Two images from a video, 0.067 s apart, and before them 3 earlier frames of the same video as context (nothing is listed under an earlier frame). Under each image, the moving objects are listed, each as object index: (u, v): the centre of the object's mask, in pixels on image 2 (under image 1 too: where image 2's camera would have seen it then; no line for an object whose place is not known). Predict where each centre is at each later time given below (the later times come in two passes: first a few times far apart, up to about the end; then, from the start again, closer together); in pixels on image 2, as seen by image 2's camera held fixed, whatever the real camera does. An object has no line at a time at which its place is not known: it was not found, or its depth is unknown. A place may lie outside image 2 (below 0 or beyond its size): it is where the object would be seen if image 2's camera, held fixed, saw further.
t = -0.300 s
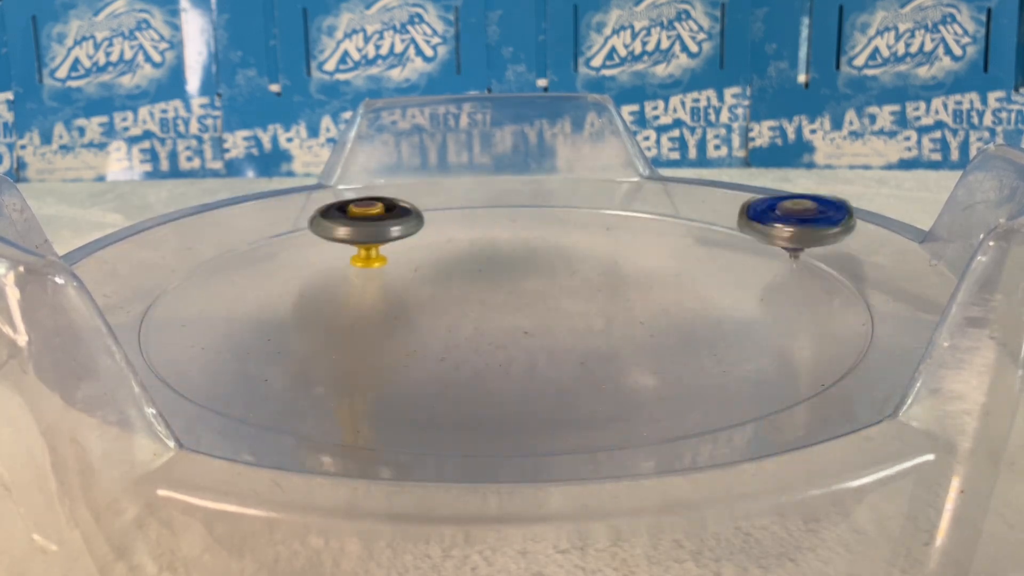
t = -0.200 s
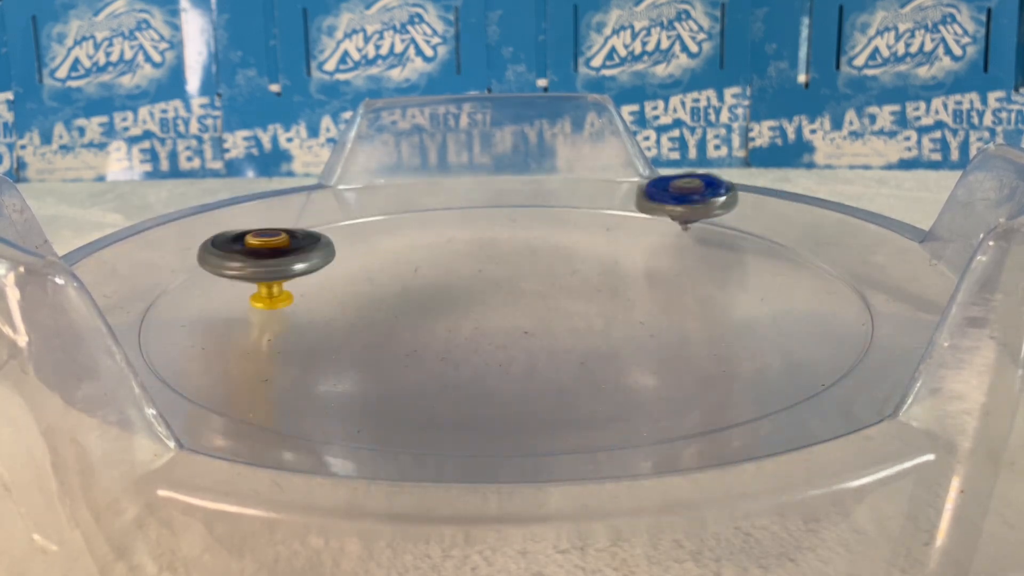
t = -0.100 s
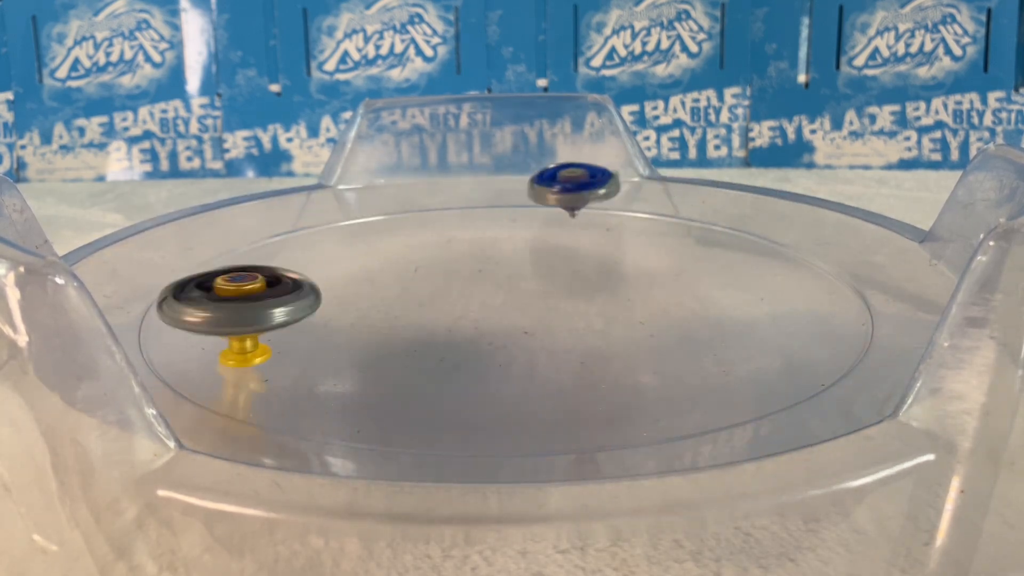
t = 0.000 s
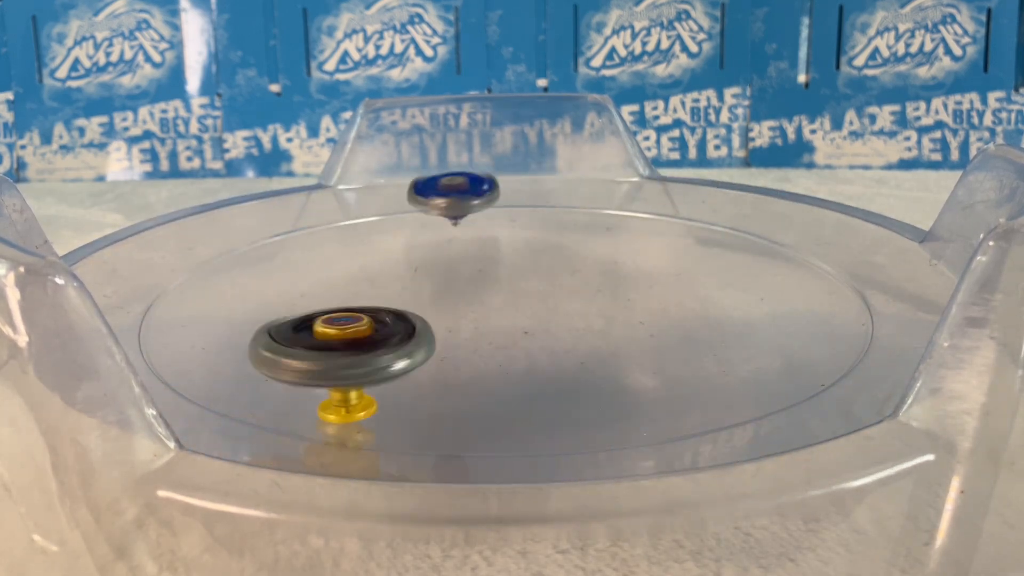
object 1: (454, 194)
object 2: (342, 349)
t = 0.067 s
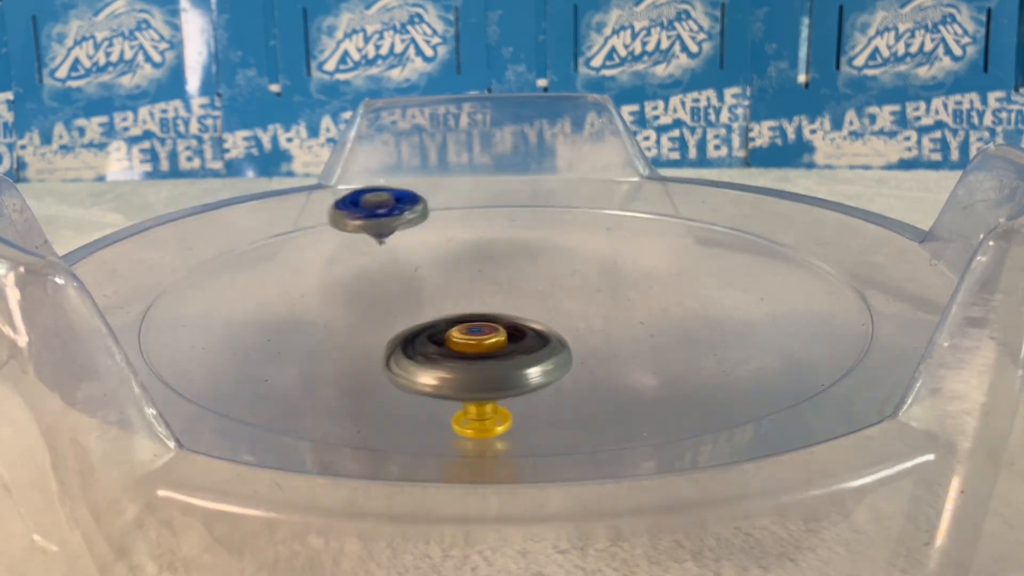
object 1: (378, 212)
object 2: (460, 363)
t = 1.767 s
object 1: (808, 267)
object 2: (315, 282)
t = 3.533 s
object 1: (257, 344)
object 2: (374, 267)
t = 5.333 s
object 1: (536, 209)
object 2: (438, 278)
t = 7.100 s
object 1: (747, 310)
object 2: (462, 301)
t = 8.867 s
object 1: (410, 363)
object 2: (504, 291)
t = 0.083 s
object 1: (360, 217)
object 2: (512, 360)
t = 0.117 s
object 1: (327, 231)
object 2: (566, 358)
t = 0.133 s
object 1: (312, 239)
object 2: (601, 354)
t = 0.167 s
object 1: (288, 256)
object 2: (656, 343)
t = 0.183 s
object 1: (279, 265)
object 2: (686, 338)
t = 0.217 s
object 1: (268, 286)
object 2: (719, 320)
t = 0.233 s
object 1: (267, 296)
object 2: (734, 314)
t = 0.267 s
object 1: (276, 316)
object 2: (747, 294)
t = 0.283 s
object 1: (285, 327)
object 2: (744, 287)
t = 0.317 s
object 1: (317, 346)
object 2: (742, 271)
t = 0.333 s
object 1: (338, 353)
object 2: (733, 263)
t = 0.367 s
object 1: (395, 366)
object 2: (711, 251)
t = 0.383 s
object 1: (429, 371)
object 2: (700, 245)
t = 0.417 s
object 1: (505, 375)
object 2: (669, 235)
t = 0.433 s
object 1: (546, 375)
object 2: (656, 230)
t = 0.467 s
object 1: (627, 371)
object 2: (616, 224)
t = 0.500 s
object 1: (703, 361)
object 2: (576, 221)
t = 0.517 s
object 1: (739, 353)
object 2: (558, 218)
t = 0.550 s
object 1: (801, 337)
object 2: (515, 216)
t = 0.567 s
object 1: (826, 328)
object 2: (497, 216)
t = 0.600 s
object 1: (857, 305)
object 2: (453, 218)
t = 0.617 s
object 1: (858, 299)
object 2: (438, 218)
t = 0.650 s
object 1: (855, 281)
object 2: (397, 222)
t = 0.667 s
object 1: (852, 272)
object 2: (379, 224)
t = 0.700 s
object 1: (840, 255)
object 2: (346, 233)
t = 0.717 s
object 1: (832, 247)
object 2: (328, 236)
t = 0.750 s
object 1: (809, 234)
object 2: (307, 246)
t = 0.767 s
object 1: (795, 228)
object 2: (292, 252)
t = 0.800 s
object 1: (762, 219)
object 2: (281, 264)
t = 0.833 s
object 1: (724, 212)
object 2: (269, 277)
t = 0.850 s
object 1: (704, 210)
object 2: (266, 286)
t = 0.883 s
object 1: (663, 207)
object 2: (273, 301)
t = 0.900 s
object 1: (641, 206)
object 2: (273, 309)
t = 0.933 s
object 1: (597, 206)
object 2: (302, 324)
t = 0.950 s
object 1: (574, 208)
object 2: (310, 331)
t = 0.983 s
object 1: (530, 211)
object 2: (361, 342)
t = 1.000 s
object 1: (507, 214)
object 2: (374, 348)
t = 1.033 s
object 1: (463, 220)
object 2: (437, 354)
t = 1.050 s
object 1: (441, 223)
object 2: (464, 355)
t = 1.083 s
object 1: (401, 232)
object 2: (529, 351)
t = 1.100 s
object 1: (381, 238)
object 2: (553, 348)
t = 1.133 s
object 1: (344, 249)
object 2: (606, 342)
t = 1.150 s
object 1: (327, 255)
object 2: (626, 335)
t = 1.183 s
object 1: (297, 269)
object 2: (661, 322)
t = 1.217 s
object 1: (274, 285)
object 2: (684, 308)
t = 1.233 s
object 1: (266, 293)
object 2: (689, 301)
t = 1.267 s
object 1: (256, 310)
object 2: (693, 286)
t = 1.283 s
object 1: (255, 319)
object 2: (689, 280)
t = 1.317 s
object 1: (264, 336)
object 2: (680, 267)
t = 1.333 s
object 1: (274, 345)
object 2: (669, 261)
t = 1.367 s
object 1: (306, 361)
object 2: (649, 250)
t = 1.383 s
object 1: (329, 368)
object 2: (631, 246)
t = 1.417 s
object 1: (384, 379)
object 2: (606, 238)
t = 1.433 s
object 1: (417, 383)
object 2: (588, 235)
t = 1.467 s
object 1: (491, 387)
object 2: (555, 232)
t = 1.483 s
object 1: (530, 388)
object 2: (534, 231)
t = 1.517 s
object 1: (611, 384)
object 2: (501, 229)
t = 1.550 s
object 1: (686, 375)
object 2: (466, 230)
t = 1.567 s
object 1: (719, 368)
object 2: (453, 230)
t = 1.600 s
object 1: (775, 352)
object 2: (413, 235)
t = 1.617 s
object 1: (797, 343)
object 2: (404, 238)
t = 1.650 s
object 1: (827, 325)
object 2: (368, 245)
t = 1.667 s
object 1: (836, 315)
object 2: (360, 248)
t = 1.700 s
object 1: (840, 297)
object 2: (336, 258)
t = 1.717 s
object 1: (836, 289)
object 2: (330, 264)
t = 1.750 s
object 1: (820, 273)
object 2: (315, 276)
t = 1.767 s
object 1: (808, 267)
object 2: (315, 282)
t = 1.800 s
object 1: (779, 254)
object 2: (311, 296)
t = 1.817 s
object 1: (762, 249)
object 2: (321, 303)
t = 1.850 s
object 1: (724, 240)
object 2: (332, 316)
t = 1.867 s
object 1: (703, 237)
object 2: (348, 322)
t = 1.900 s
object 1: (660, 231)
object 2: (373, 332)
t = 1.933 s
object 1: (615, 227)
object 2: (411, 342)
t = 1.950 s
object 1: (593, 226)
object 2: (436, 344)
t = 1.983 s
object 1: (548, 224)
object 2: (485, 345)
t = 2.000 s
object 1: (525, 224)
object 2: (515, 342)
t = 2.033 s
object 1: (481, 224)
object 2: (562, 341)
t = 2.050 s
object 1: (459, 225)
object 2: (584, 336)
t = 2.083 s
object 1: (415, 228)
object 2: (631, 328)
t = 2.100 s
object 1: (394, 230)
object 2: (638, 318)
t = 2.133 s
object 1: (352, 235)
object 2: (666, 307)
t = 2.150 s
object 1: (332, 238)
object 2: (668, 301)
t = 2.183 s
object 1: (293, 245)
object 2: (679, 285)
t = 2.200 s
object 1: (274, 250)
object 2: (674, 279)
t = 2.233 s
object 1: (240, 260)
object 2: (671, 266)
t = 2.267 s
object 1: (211, 272)
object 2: (653, 255)
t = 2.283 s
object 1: (199, 278)
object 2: (644, 249)
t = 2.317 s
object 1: (180, 293)
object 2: (618, 241)
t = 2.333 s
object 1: (176, 300)
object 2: (606, 238)
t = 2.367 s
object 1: (177, 317)
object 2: (573, 233)
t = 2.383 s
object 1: (181, 326)
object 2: (558, 230)
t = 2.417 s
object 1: (199, 343)
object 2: (524, 227)
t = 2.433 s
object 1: (213, 351)
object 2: (507, 226)
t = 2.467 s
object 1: (260, 366)
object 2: (472, 228)
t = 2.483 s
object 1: (291, 372)
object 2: (455, 228)
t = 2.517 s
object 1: (362, 381)
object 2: (423, 231)
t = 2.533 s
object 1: (399, 384)
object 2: (402, 234)
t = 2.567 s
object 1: (483, 385)
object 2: (375, 241)
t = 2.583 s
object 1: (522, 384)
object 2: (357, 245)
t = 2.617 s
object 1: (597, 377)
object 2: (337, 252)
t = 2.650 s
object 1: (661, 366)
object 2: (315, 263)
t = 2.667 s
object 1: (687, 358)
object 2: (315, 269)
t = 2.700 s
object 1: (728, 341)
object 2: (301, 281)
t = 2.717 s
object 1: (741, 331)
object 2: (306, 289)
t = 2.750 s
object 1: (758, 314)
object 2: (308, 303)
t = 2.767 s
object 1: (760, 305)
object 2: (317, 310)
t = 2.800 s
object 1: (755, 287)
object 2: (337, 324)
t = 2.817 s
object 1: (747, 279)
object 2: (350, 330)
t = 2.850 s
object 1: (727, 263)
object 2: (395, 339)
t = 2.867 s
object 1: (714, 257)
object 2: (414, 343)
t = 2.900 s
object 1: (683, 244)
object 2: (469, 346)
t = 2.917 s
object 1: (667, 239)
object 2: (492, 347)
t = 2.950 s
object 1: (631, 228)
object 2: (544, 343)
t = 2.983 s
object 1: (593, 221)
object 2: (587, 336)
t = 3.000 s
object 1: (573, 218)
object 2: (610, 329)
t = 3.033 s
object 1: (534, 213)
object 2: (642, 319)
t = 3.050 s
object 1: (514, 211)
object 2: (651, 313)
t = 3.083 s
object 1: (474, 208)
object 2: (670, 298)
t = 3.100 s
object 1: (454, 207)
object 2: (669, 292)
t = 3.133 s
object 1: (414, 206)
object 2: (669, 279)
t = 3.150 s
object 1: (393, 207)
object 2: (668, 273)
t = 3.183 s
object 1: (353, 208)
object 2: (651, 261)
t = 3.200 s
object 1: (334, 210)
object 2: (643, 256)
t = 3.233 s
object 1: (296, 215)
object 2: (617, 249)
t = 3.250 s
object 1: (278, 219)
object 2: (605, 245)
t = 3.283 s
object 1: (245, 227)
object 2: (580, 240)
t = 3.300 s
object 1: (230, 231)
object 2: (565, 237)
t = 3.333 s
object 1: (203, 243)
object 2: (538, 235)
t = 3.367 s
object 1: (184, 257)
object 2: (499, 236)
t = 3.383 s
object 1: (177, 264)
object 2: (490, 237)
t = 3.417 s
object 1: (171, 282)
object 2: (456, 239)
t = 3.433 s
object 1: (173, 292)
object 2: (441, 242)
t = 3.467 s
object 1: (186, 310)
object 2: (416, 248)
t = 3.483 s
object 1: (197, 319)
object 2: (402, 252)
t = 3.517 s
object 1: (233, 337)
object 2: (385, 261)
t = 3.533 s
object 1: (257, 344)
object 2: (374, 267)
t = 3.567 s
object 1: (315, 359)
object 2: (365, 275)
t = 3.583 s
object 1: (350, 364)
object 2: (355, 274)
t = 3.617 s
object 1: (424, 371)
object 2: (354, 291)
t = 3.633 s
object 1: (462, 372)
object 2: (363, 301)
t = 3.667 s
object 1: (540, 370)
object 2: (371, 312)
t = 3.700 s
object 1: (610, 362)
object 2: (396, 323)
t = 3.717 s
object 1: (640, 355)
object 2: (405, 328)
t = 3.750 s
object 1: (689, 339)
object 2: (442, 333)
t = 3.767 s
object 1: (708, 331)
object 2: (462, 335)
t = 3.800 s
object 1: (738, 313)
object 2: (503, 335)
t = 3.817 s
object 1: (747, 303)
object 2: (523, 336)
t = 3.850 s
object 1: (755, 284)
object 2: (558, 331)
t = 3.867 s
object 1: (754, 274)
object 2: (577, 327)
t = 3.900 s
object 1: (746, 256)
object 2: (608, 320)
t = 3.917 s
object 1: (738, 249)
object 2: (615, 317)
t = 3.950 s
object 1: (718, 234)
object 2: (632, 305)
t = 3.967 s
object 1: (706, 227)
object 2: (638, 299)
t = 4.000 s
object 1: (678, 216)
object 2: (637, 288)
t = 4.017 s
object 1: (663, 211)
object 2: (638, 283)
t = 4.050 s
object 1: (632, 203)
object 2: (625, 275)
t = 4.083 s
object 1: (598, 196)
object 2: (611, 265)
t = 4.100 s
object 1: (580, 193)
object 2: (604, 261)
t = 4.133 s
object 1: (544, 190)
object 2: (577, 256)
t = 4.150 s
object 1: (526, 188)
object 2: (566, 255)
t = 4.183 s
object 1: (489, 188)
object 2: (539, 252)
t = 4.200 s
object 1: (470, 189)
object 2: (525, 251)
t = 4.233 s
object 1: (433, 190)
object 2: (501, 251)
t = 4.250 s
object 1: (415, 193)
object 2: (483, 253)
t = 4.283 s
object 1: (379, 198)
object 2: (455, 255)
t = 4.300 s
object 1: (362, 202)
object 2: (446, 257)
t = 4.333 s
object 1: (329, 211)
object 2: (420, 261)
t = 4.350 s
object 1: (313, 216)
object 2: (408, 264)
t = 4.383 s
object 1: (287, 229)
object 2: (390, 271)
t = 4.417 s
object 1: (265, 244)
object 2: (373, 282)
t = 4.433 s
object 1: (256, 252)
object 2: (372, 285)
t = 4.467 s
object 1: (245, 271)
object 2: (361, 297)
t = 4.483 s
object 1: (244, 281)
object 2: (364, 302)
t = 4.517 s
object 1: (203, 286)
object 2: (415, 319)
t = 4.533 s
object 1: (184, 289)
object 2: (441, 325)
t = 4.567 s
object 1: (159, 296)
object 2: (499, 331)
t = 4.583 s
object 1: (156, 300)
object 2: (529, 334)
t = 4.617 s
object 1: (163, 313)
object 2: (579, 333)
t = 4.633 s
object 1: (171, 322)
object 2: (604, 330)
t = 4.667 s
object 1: (198, 338)
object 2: (649, 324)
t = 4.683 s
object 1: (213, 348)
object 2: (673, 321)
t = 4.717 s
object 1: (258, 362)
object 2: (691, 308)
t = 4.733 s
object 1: (286, 367)
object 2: (702, 301)
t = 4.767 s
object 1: (353, 377)
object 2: (719, 291)
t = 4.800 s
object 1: (425, 381)
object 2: (719, 281)
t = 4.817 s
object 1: (466, 382)
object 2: (721, 275)
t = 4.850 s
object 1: (543, 381)
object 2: (717, 267)
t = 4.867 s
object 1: (579, 377)
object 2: (712, 262)
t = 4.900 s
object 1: (647, 369)
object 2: (697, 256)
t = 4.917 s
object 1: (677, 362)
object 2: (692, 253)
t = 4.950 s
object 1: (725, 346)
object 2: (676, 249)
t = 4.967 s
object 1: (746, 339)
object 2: (665, 248)
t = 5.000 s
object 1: (773, 321)
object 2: (645, 245)
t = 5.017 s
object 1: (781, 311)
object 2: (637, 244)
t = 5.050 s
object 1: (786, 293)
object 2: (610, 245)
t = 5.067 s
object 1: (784, 284)
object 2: (601, 243)
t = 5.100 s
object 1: (771, 267)
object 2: (580, 245)
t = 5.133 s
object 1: (749, 253)
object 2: (555, 246)
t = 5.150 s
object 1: (735, 246)
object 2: (540, 249)
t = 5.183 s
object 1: (705, 235)
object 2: (525, 250)
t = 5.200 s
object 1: (689, 231)
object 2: (517, 252)
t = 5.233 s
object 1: (653, 223)
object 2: (486, 258)
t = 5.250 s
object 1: (634, 219)
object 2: (478, 262)
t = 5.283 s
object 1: (596, 214)
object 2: (465, 266)
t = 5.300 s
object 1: (577, 212)
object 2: (455, 270)
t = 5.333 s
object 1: (536, 209)
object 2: (438, 278)
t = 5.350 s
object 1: (516, 208)
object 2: (439, 282)
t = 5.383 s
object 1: (474, 207)
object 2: (423, 291)
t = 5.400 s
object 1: (454, 208)
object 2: (420, 295)
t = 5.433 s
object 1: (413, 210)
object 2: (424, 302)
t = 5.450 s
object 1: (394, 211)
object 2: (431, 305)
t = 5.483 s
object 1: (355, 216)
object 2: (430, 312)
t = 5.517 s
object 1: (318, 223)
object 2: (444, 319)
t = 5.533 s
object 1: (301, 227)
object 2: (452, 321)
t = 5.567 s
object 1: (270, 238)
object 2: (465, 327)
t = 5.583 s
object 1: (256, 243)
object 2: (474, 329)
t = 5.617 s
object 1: (232, 255)
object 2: (506, 311)
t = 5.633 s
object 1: (223, 263)
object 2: (514, 330)
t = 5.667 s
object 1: (211, 278)
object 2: (534, 330)
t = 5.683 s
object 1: (209, 287)
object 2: (545, 328)
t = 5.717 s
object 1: (212, 305)
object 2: (565, 326)
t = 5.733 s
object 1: (218, 314)
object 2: (577, 323)
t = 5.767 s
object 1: (241, 332)
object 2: (588, 319)
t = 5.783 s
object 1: (258, 340)
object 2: (594, 315)
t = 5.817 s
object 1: (303, 354)
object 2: (602, 311)
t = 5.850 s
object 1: (361, 365)
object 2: (607, 305)
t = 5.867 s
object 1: (395, 369)
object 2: (605, 303)
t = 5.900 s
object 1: (469, 374)
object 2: (604, 298)
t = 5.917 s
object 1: (504, 372)
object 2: (602, 296)
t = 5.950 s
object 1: (578, 369)
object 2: (593, 287)
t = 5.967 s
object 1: (609, 363)
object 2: (583, 283)
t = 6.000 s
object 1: (670, 352)
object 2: (587, 288)
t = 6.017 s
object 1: (694, 344)
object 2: (581, 289)
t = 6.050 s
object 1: (733, 327)
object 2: (556, 287)
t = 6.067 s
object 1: (746, 319)
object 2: (546, 287)
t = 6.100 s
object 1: (762, 300)
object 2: (531, 287)
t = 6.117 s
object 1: (765, 291)
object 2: (524, 289)
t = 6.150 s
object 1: (760, 274)
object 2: (514, 287)
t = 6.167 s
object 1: (755, 267)
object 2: (503, 290)
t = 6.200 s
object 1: (738, 253)
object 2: (493, 292)
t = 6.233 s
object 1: (714, 241)
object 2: (484, 294)
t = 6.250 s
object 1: (701, 235)
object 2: (478, 296)
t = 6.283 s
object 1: (670, 226)
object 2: (472, 280)
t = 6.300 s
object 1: (654, 222)
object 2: (471, 298)
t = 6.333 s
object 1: (619, 216)
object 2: (467, 303)
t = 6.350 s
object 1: (602, 214)
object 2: (463, 304)
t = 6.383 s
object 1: (565, 211)
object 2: (457, 308)
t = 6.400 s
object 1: (545, 211)
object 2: (459, 309)
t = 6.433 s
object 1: (507, 210)
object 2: (466, 312)
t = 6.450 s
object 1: (487, 211)
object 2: (471, 314)
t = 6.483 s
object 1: (448, 213)
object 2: (472, 317)
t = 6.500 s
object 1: (429, 215)
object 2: (478, 317)
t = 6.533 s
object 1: (392, 222)
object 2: (490, 318)
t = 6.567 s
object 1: (357, 230)
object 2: (501, 318)
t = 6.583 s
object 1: (341, 235)
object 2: (497, 318)
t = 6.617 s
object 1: (313, 247)
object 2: (510, 297)
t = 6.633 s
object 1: (301, 253)
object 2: (512, 316)
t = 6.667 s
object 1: (282, 269)
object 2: (521, 313)
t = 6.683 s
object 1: (275, 276)
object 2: (526, 311)
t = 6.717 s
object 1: (270, 294)
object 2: (520, 309)
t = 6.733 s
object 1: (272, 302)
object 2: (521, 308)
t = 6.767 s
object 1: (283, 319)
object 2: (523, 304)
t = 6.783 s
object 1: (294, 328)
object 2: (522, 303)
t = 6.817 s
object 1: (323, 343)
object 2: (511, 302)
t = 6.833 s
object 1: (342, 349)
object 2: (508, 300)
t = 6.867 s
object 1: (391, 359)
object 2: (504, 299)
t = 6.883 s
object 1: (418, 362)
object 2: (503, 297)
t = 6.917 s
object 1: (479, 366)
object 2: (489, 289)
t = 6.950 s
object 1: (541, 365)
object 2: (492, 294)
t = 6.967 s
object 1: (574, 363)
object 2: (489, 298)
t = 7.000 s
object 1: (633, 354)
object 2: (482, 299)
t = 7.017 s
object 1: (660, 349)
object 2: (478, 299)
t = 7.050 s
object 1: (705, 334)
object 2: (471, 300)
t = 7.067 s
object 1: (723, 327)
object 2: (467, 300)
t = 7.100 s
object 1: (747, 310)
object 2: (462, 301)
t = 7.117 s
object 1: (755, 301)
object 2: (461, 302)
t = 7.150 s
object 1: (759, 284)
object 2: (458, 303)
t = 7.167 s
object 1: (758, 277)
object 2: (457, 304)
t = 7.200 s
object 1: (745, 263)
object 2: (456, 305)
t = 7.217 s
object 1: (736, 257)
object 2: (456, 306)
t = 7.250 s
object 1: (712, 245)
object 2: (457, 303)
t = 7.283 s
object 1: (683, 236)
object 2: (455, 304)
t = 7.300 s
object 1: (668, 232)
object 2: (455, 305)
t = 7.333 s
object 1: (635, 227)
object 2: (457, 304)
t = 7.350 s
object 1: (617, 225)
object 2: (457, 305)
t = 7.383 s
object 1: (580, 223)
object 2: (461, 307)
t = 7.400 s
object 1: (561, 223)
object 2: (467, 306)
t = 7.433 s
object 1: (524, 224)
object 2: (464, 308)
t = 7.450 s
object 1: (504, 224)
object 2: (466, 306)
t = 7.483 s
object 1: (468, 229)
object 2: (471, 305)
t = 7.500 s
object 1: (449, 231)
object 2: (476, 304)
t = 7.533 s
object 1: (414, 239)
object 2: (480, 302)
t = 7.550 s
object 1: (396, 243)
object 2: (477, 302)
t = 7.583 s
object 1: (366, 253)
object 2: (475, 301)
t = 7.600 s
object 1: (352, 258)
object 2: (476, 300)
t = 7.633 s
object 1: (329, 270)
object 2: (478, 300)
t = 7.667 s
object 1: (311, 284)
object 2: (480, 299)
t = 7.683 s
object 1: (306, 291)
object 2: (479, 299)
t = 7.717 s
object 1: (300, 306)
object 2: (477, 297)
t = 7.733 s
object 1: (301, 313)
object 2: (478, 296)
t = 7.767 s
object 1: (312, 329)
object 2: (478, 295)
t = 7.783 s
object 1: (321, 336)
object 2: (481, 294)
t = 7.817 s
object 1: (349, 349)
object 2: (480, 294)
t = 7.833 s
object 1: (367, 353)
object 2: (478, 294)
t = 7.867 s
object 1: (413, 363)
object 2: (480, 291)
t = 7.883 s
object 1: (438, 365)
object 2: (491, 290)
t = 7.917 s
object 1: (496, 367)
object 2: (489, 288)
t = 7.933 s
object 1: (526, 367)
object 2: (487, 289)
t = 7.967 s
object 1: (586, 362)
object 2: (482, 289)
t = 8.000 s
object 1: (642, 353)
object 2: (478, 288)
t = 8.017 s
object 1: (667, 348)
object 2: (477, 288)
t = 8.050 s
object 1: (707, 333)
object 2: (476, 289)
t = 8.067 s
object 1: (723, 326)
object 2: (476, 290)
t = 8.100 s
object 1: (740, 310)
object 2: (474, 291)
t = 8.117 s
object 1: (745, 302)
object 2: (473, 291)
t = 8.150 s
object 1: (743, 287)
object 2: (472, 292)
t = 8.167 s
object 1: (737, 281)
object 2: (473, 293)
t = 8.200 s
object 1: (721, 268)
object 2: (475, 294)
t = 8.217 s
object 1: (711, 262)
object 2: (477, 294)
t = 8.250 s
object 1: (685, 253)
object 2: (479, 295)
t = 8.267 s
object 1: (670, 248)
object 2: (480, 295)
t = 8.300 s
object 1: (638, 242)
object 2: (483, 295)
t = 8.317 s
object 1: (621, 239)
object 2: (484, 295)
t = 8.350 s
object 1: (587, 235)
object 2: (488, 294)
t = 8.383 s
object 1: (551, 234)
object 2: (491, 295)
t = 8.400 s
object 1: (532, 233)
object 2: (491, 295)
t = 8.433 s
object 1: (497, 234)
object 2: (490, 295)
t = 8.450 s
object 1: (478, 235)
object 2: (489, 296)
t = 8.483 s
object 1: (443, 239)
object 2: (489, 295)
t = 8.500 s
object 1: (424, 241)
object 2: (489, 294)
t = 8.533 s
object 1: (389, 247)
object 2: (491, 294)
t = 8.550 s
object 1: (373, 252)
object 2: (492, 294)
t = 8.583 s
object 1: (343, 260)
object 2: (494, 294)
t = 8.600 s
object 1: (330, 266)
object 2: (494, 294)
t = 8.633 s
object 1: (307, 277)
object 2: (494, 293)
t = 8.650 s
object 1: (298, 283)
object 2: (494, 293)
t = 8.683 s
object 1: (286, 297)
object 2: (497, 291)
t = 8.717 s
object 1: (282, 310)
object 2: (499, 291)
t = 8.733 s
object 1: (285, 318)
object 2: (500, 291)
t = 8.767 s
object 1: (298, 333)
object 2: (500, 292)
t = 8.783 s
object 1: (309, 339)
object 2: (501, 291)
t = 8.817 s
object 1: (342, 351)
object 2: (501, 291)
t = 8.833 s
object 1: (362, 356)
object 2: (502, 291)
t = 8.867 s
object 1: (410, 363)
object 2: (504, 291)
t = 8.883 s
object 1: (440, 367)
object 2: (505, 290)
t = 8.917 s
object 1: (498, 367)
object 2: (508, 288)
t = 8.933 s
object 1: (527, 366)
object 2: (509, 288)
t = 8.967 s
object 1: (585, 361)
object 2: (511, 291)
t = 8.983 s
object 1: (611, 356)
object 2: (512, 291)
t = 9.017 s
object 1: (657, 345)
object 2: (514, 292)
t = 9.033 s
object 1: (676, 338)
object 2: (515, 292)
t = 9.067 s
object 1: (702, 322)
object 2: (518, 291)
